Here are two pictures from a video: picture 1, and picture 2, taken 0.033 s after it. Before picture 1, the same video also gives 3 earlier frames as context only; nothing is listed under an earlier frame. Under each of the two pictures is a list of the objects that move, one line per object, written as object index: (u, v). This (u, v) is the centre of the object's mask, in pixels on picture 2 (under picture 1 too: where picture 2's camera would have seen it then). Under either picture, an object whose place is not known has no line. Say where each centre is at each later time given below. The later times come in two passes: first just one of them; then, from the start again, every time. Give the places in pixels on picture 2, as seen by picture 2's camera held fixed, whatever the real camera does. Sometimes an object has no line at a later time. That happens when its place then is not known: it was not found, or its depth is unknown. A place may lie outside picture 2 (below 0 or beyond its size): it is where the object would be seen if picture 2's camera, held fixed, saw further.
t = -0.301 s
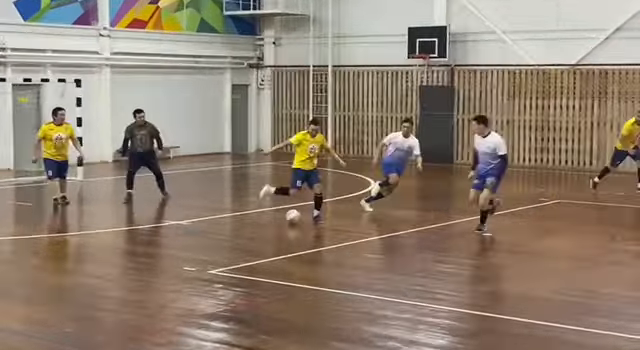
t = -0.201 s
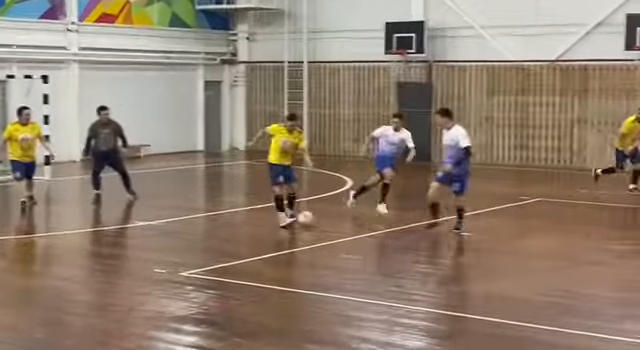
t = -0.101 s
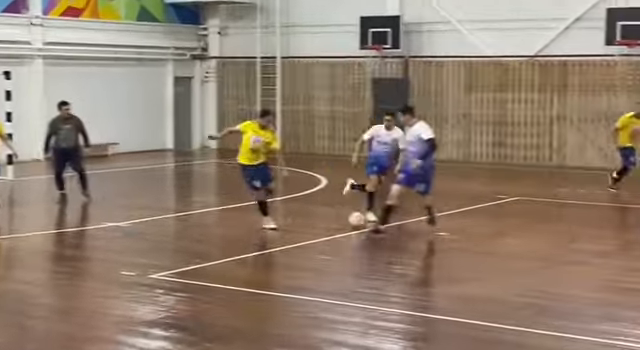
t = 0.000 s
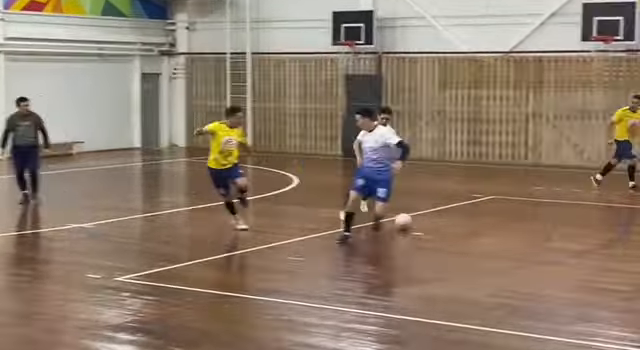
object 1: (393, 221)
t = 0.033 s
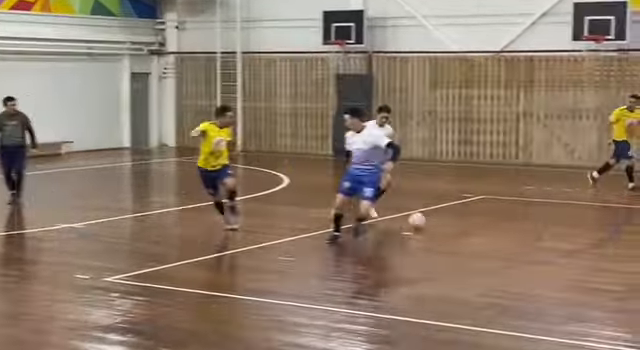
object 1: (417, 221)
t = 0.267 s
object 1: (570, 223)
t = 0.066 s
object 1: (440, 221)
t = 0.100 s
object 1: (463, 221)
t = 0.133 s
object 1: (485, 222)
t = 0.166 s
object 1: (507, 223)
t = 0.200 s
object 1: (529, 223)
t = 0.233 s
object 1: (549, 223)
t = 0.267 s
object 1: (570, 223)
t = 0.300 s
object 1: (590, 223)
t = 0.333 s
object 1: (610, 225)
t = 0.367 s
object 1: (630, 225)
